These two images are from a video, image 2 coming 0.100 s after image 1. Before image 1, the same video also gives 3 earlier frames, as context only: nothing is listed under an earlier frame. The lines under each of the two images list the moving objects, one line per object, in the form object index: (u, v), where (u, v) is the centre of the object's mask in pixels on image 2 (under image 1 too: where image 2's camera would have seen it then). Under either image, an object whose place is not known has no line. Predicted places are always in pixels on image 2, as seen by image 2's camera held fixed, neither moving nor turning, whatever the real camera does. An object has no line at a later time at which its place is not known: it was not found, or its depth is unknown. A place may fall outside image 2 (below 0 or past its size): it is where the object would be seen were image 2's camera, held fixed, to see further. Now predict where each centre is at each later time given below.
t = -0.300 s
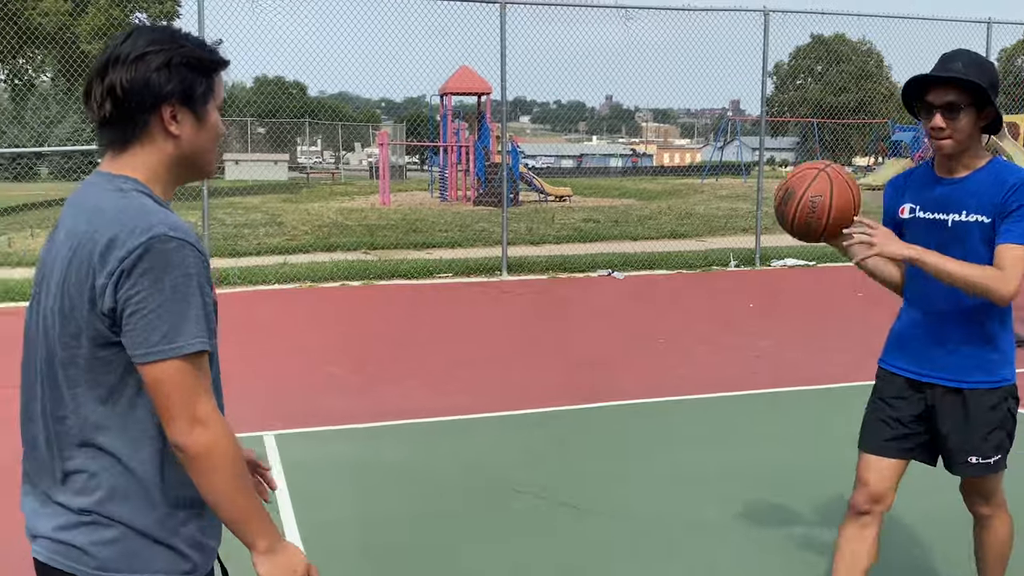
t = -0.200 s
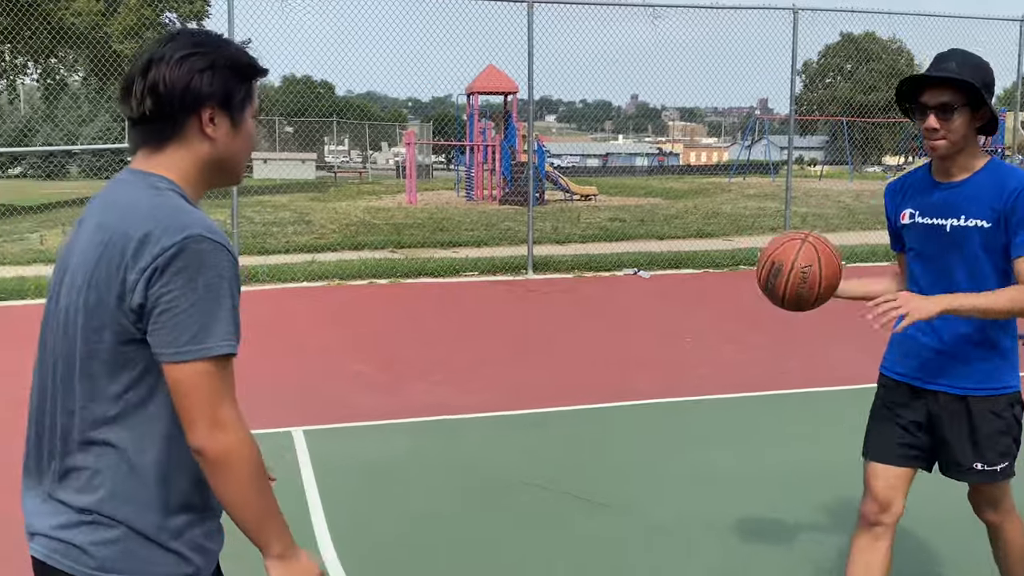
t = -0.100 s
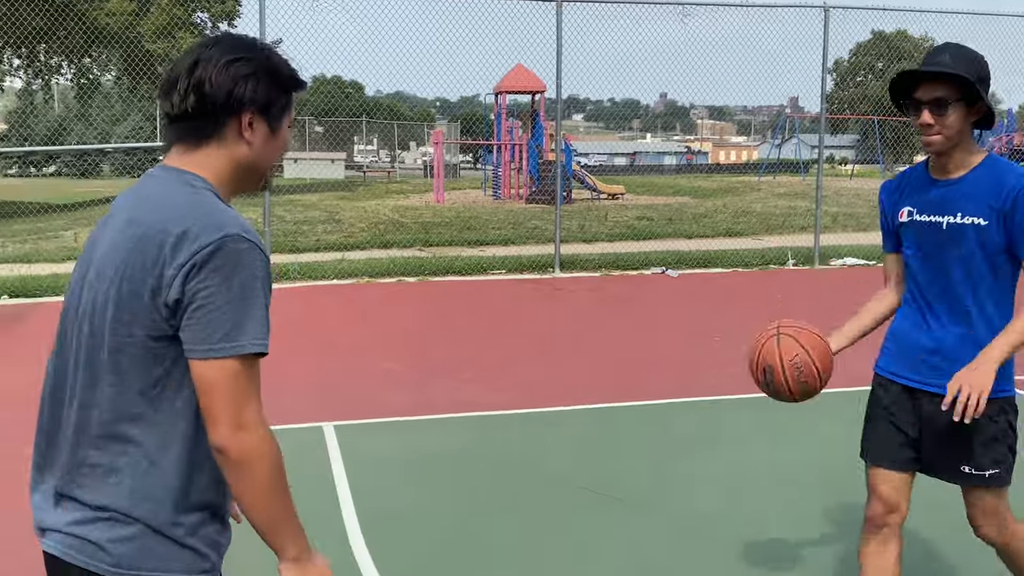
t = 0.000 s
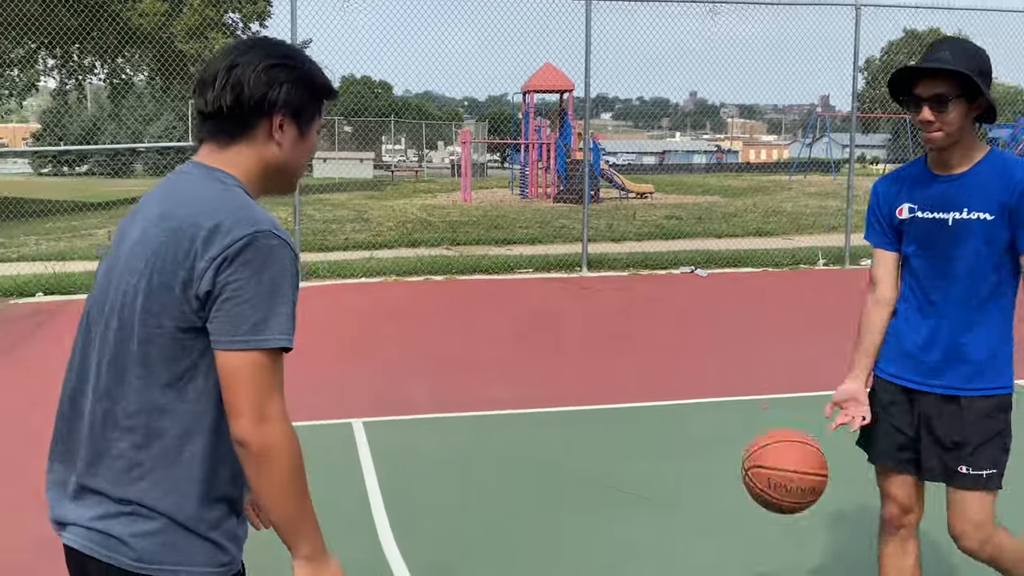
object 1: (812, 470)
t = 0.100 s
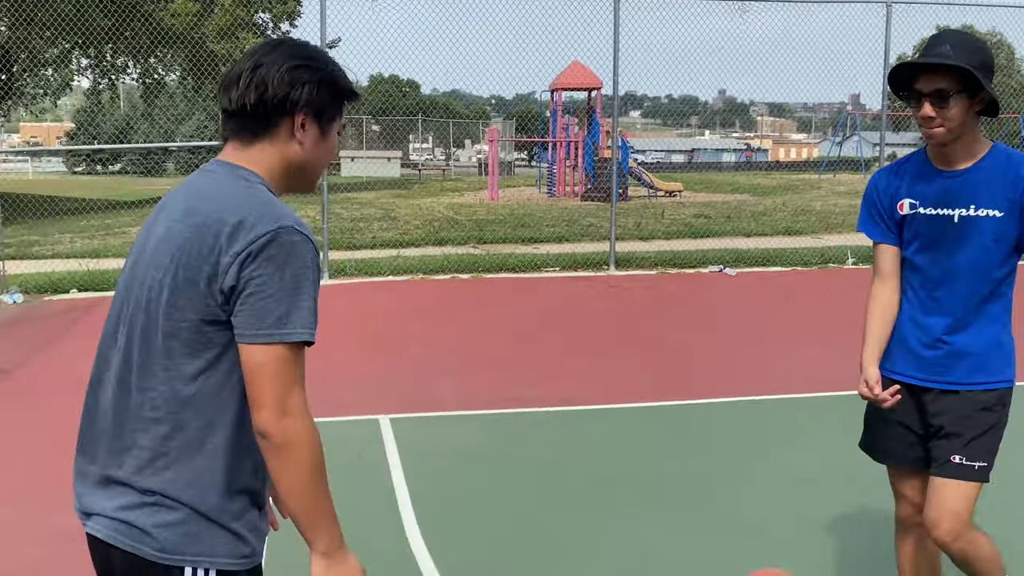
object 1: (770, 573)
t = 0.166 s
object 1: (743, 560)
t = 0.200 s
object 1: (734, 545)
